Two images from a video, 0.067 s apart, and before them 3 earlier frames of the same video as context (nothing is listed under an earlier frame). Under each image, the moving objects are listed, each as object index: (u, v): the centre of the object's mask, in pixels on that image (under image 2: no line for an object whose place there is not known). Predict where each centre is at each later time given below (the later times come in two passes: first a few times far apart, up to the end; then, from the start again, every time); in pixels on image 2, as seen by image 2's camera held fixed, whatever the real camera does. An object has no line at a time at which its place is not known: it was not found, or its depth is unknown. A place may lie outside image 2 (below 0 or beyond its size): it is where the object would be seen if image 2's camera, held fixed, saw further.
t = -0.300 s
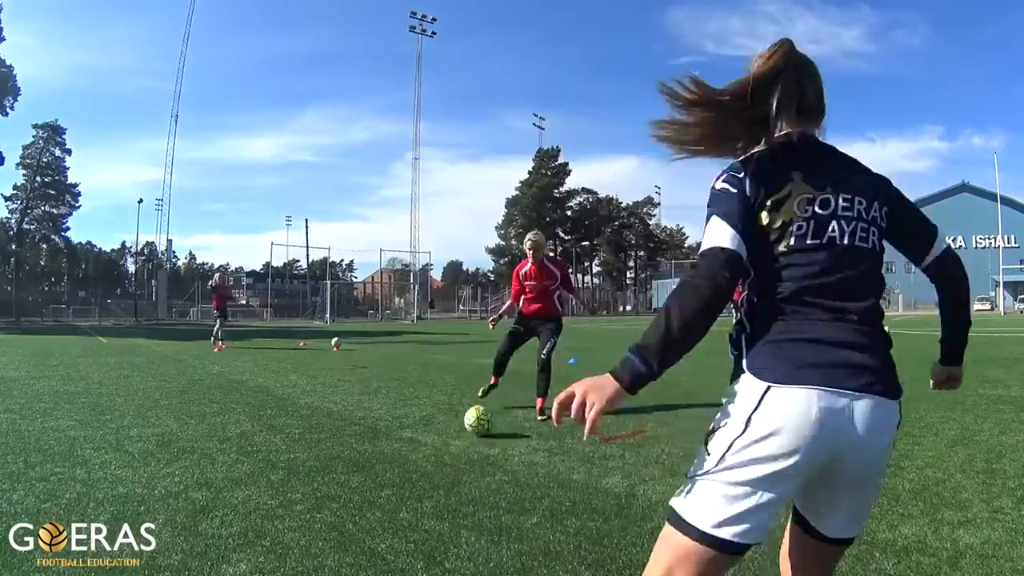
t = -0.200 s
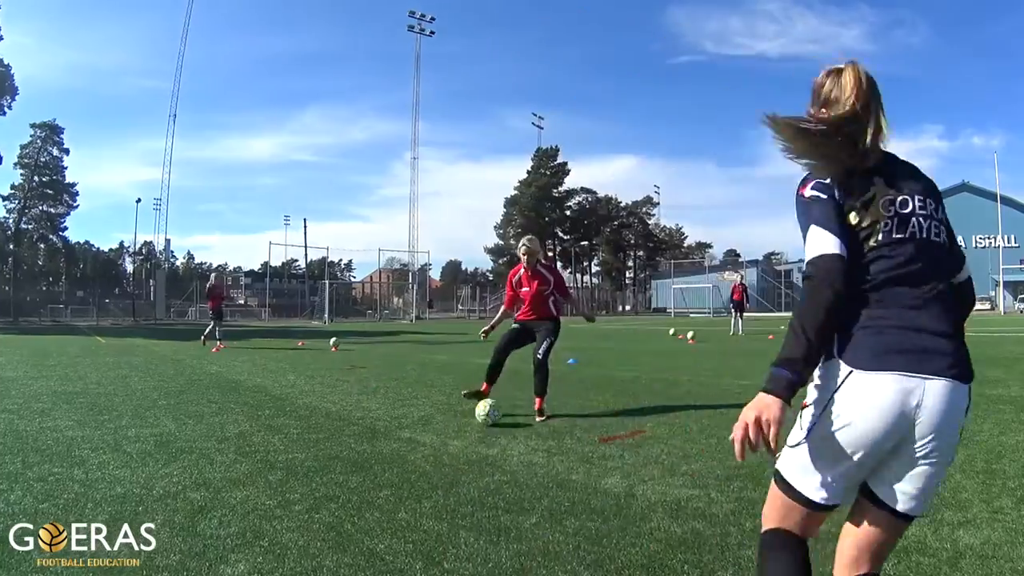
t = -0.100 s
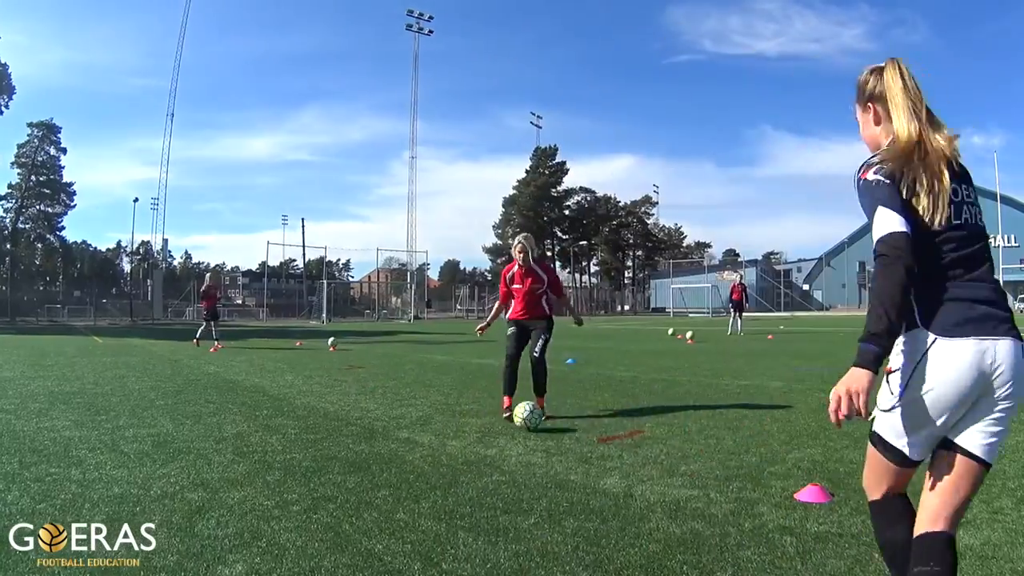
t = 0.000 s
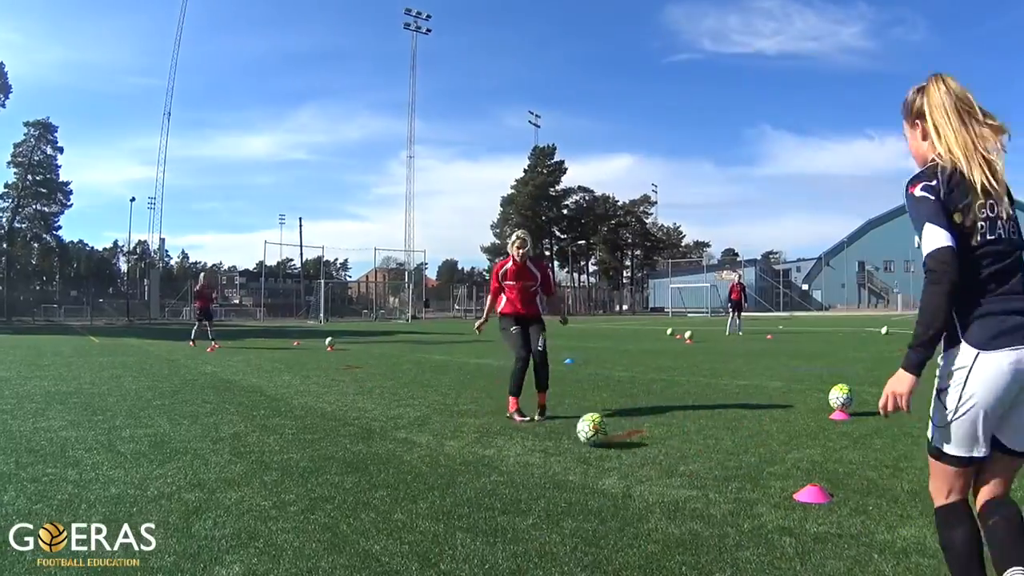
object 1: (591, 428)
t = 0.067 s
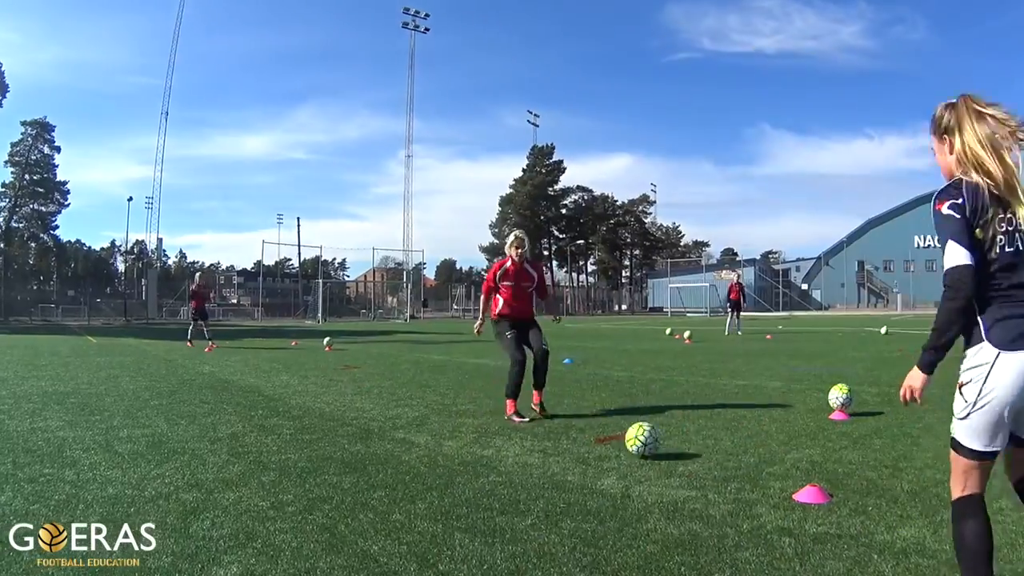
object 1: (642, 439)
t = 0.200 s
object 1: (750, 458)
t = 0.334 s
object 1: (861, 473)
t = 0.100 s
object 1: (667, 442)
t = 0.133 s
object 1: (693, 447)
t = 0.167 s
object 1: (722, 454)
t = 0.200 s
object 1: (750, 458)
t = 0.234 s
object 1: (777, 462)
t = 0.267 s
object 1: (806, 466)
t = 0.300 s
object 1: (834, 471)
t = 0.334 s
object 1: (861, 473)
